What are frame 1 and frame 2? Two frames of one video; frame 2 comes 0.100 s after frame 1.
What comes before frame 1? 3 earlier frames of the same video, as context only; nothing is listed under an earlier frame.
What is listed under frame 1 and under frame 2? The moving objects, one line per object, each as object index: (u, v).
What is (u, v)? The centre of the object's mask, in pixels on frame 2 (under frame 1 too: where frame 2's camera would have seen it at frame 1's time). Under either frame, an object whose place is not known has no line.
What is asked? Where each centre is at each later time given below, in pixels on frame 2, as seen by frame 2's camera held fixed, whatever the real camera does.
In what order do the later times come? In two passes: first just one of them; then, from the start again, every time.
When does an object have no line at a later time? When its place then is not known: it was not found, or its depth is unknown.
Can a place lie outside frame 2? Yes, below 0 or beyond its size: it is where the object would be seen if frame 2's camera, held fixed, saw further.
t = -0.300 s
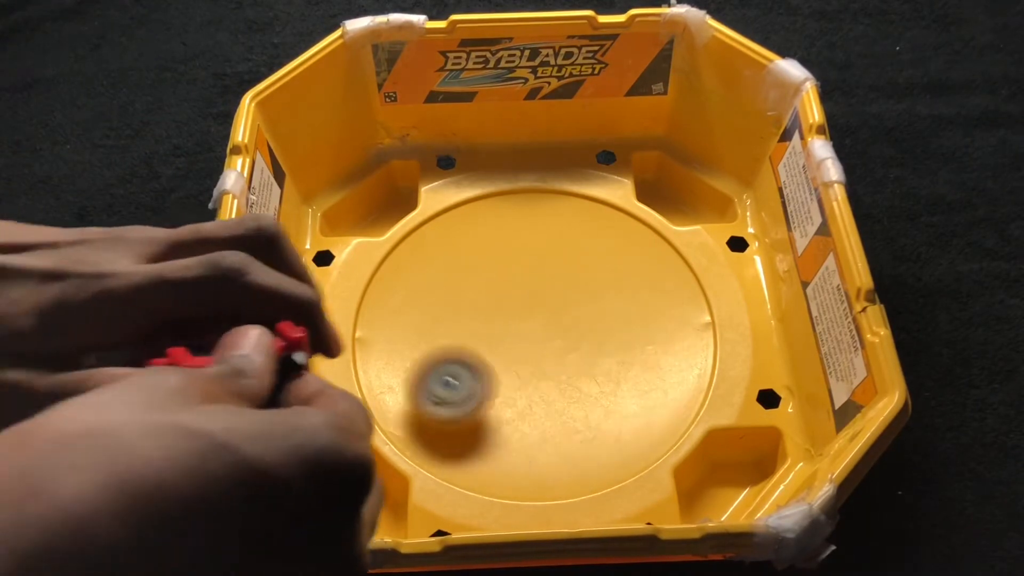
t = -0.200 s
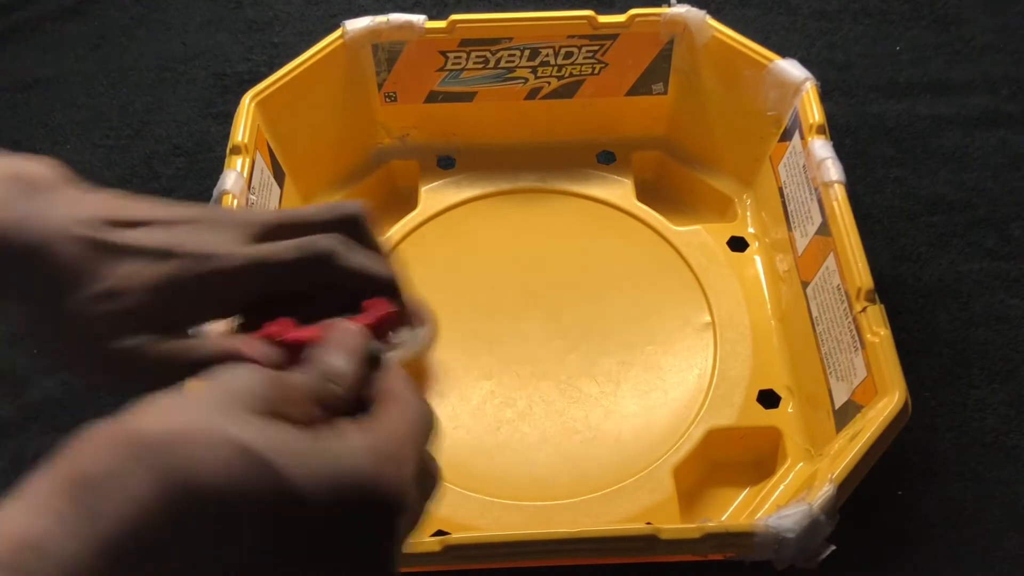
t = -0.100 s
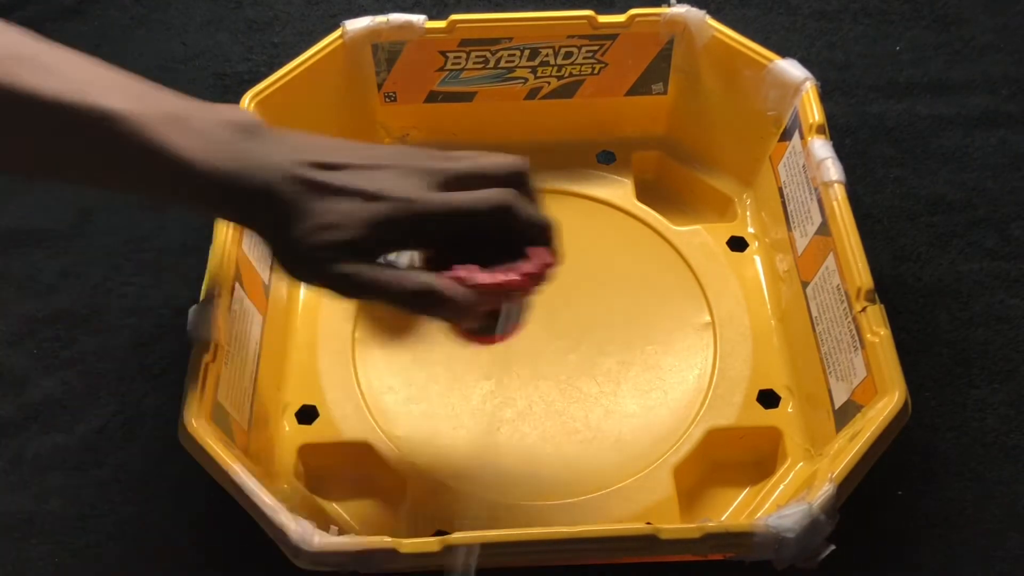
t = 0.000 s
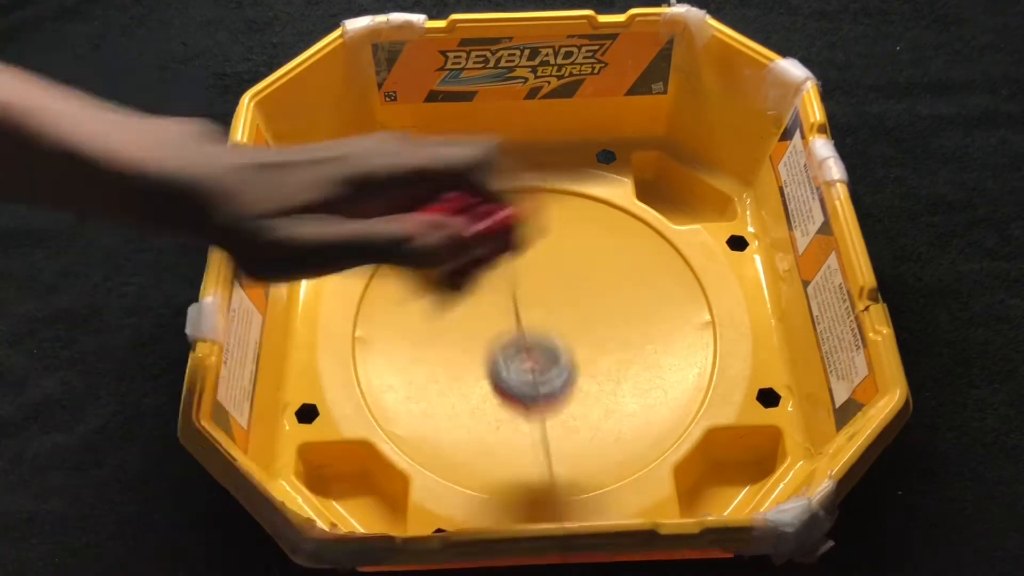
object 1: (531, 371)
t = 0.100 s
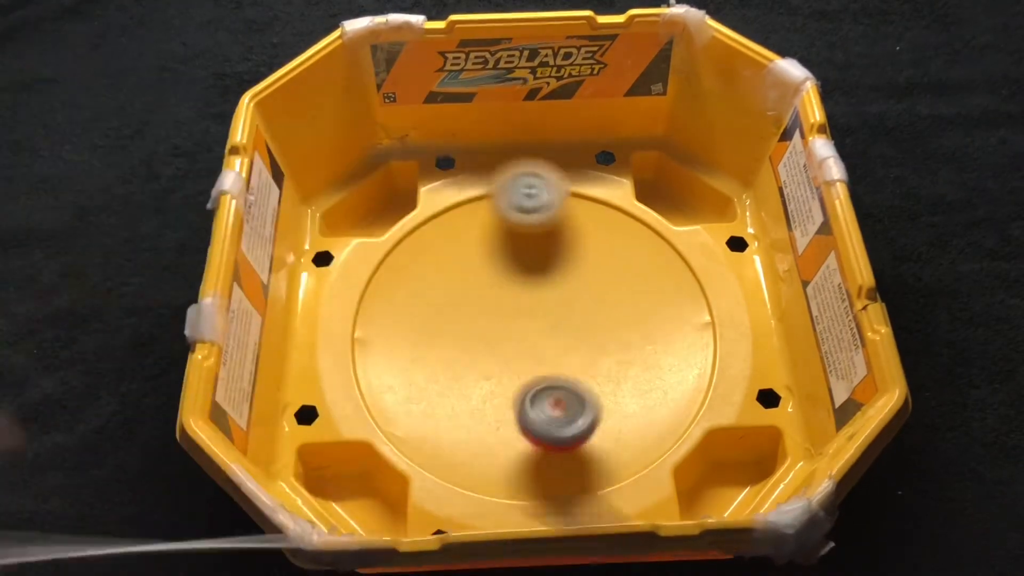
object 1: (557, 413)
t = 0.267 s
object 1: (561, 338)
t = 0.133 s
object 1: (563, 406)
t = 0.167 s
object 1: (567, 395)
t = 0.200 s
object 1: (567, 378)
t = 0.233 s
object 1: (565, 358)
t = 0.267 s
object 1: (561, 338)
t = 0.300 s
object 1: (554, 318)
